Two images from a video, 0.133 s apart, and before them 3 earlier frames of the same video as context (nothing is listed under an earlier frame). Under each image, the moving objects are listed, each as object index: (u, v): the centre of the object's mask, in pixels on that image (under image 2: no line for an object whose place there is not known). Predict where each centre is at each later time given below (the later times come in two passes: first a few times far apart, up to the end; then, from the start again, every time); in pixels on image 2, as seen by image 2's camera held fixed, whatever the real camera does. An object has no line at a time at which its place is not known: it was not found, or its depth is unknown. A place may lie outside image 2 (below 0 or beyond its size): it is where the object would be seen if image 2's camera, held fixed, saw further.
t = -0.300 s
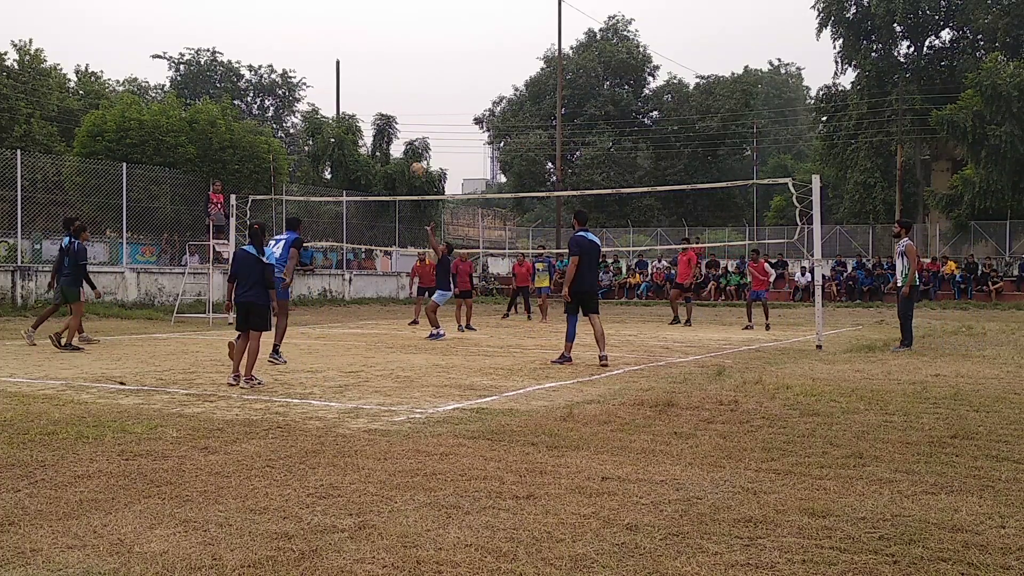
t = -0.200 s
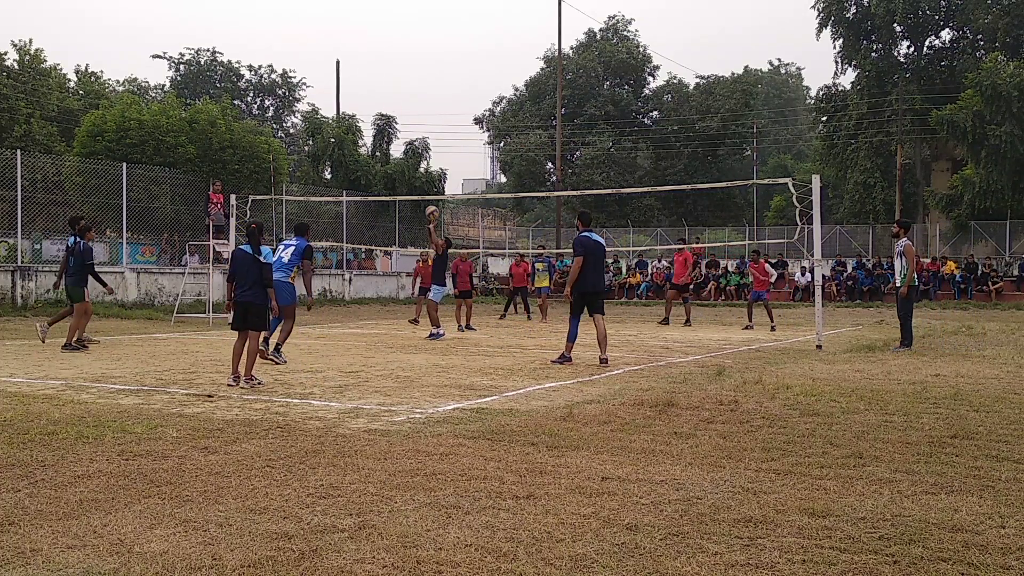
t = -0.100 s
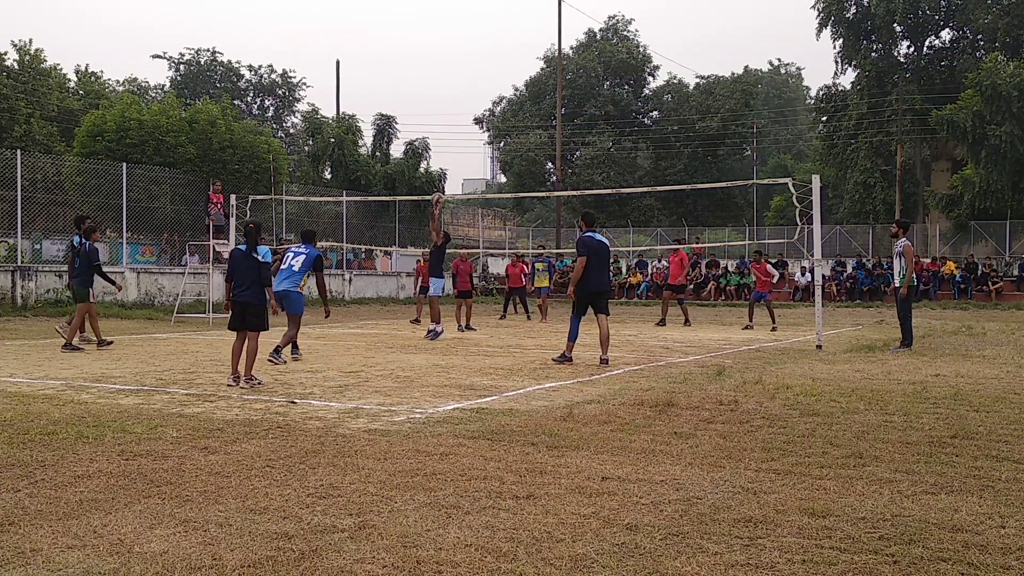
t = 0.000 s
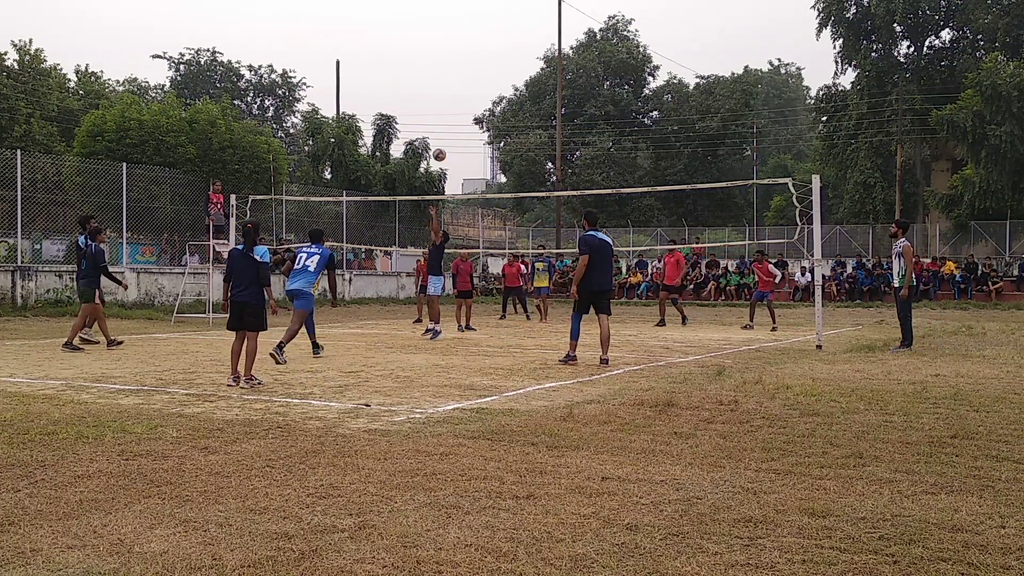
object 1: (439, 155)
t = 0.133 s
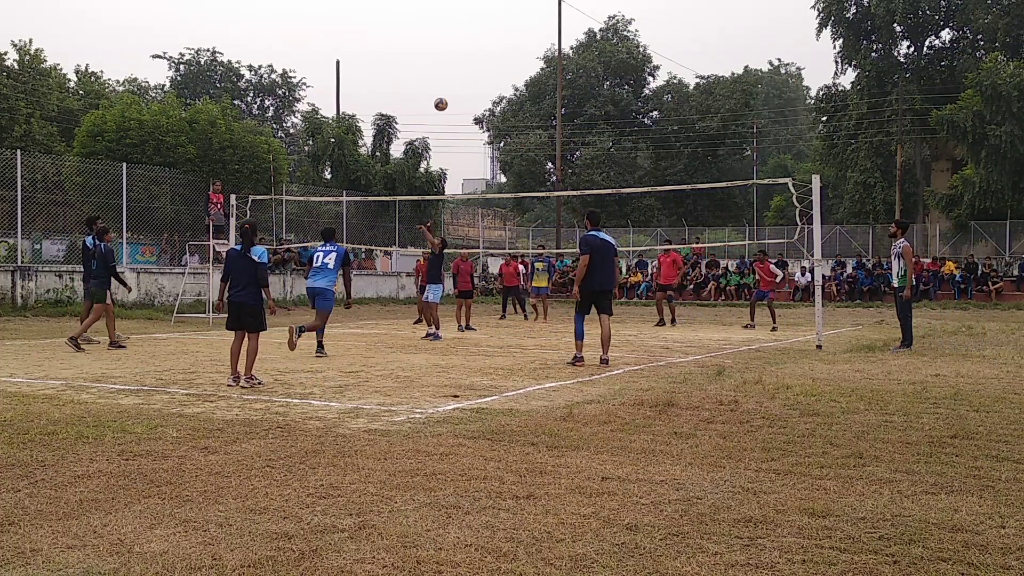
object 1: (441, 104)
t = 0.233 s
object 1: (441, 74)
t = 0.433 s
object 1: (443, 31)
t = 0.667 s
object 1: (444, 14)
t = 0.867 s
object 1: (445, 28)
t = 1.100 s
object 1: (446, 78)
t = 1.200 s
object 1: (447, 111)
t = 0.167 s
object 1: (441, 93)
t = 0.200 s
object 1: (441, 83)
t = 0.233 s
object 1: (441, 74)
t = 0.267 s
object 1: (442, 65)
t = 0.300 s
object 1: (442, 57)
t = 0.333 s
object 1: (442, 49)
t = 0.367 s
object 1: (442, 43)
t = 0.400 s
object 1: (442, 37)
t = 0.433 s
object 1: (443, 31)
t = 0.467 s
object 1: (443, 27)
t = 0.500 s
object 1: (443, 23)
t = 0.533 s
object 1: (443, 20)
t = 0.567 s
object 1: (443, 17)
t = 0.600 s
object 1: (443, 15)
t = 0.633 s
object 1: (444, 14)
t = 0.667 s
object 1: (444, 14)
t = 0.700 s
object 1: (444, 14)
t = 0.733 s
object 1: (444, 16)
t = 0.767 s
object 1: (444, 17)
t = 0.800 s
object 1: (444, 20)
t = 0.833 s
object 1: (445, 24)
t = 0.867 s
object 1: (445, 28)
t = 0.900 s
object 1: (445, 33)
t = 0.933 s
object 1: (445, 38)
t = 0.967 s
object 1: (445, 45)
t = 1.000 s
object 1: (446, 52)
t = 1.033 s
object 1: (446, 60)
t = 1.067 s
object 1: (446, 69)
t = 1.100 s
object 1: (446, 78)
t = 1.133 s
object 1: (446, 89)
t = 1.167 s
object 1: (446, 100)
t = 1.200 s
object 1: (447, 111)
